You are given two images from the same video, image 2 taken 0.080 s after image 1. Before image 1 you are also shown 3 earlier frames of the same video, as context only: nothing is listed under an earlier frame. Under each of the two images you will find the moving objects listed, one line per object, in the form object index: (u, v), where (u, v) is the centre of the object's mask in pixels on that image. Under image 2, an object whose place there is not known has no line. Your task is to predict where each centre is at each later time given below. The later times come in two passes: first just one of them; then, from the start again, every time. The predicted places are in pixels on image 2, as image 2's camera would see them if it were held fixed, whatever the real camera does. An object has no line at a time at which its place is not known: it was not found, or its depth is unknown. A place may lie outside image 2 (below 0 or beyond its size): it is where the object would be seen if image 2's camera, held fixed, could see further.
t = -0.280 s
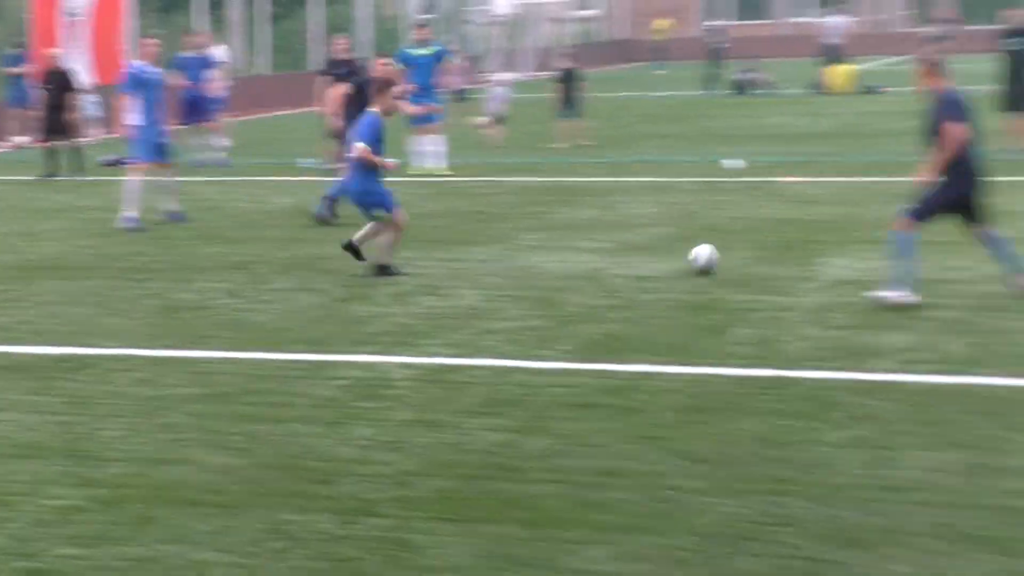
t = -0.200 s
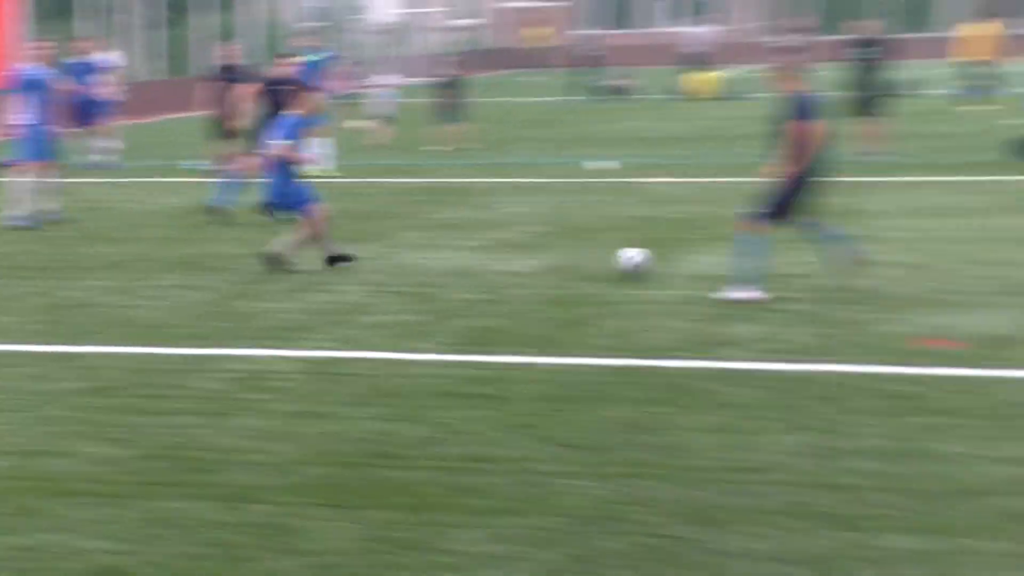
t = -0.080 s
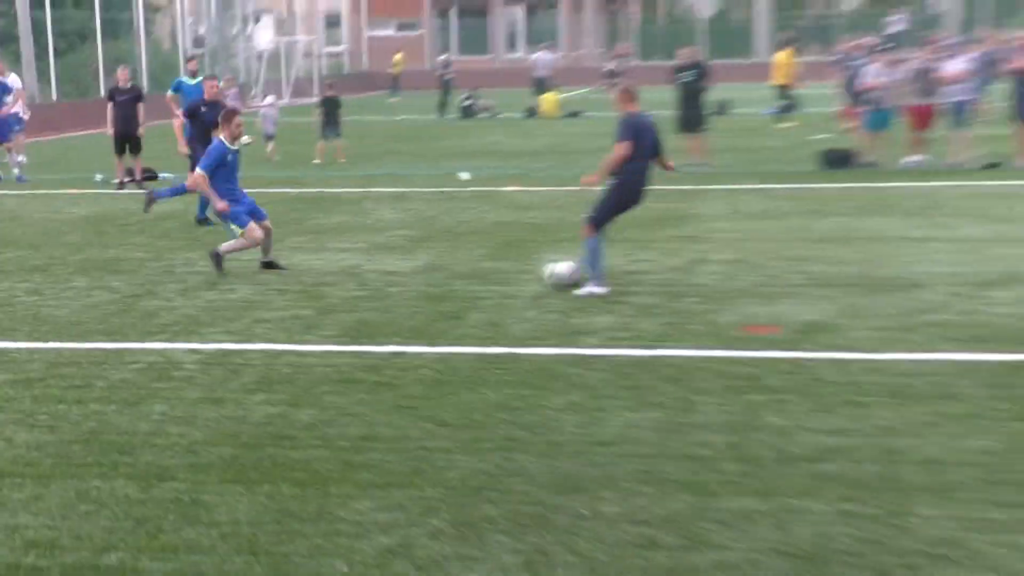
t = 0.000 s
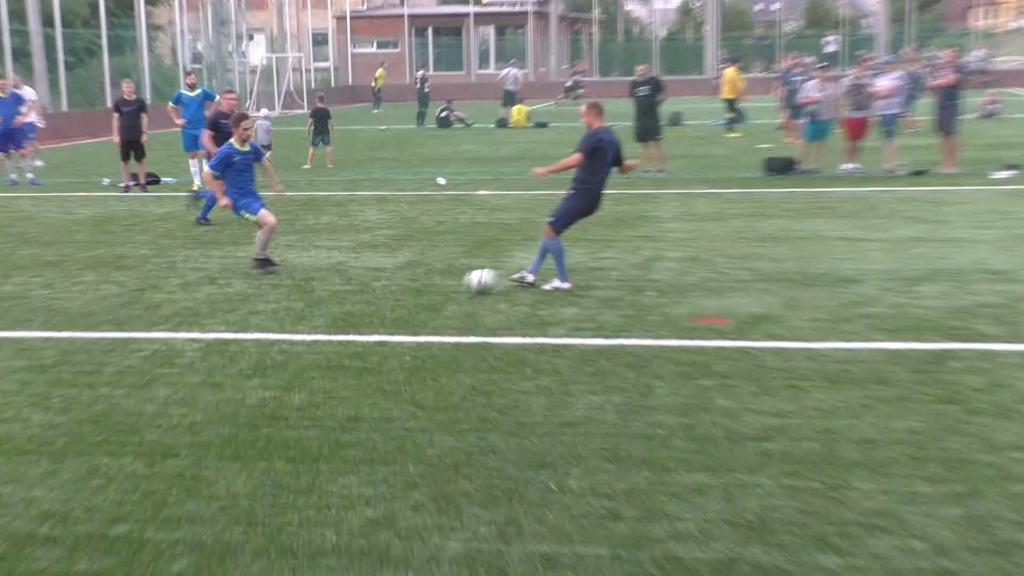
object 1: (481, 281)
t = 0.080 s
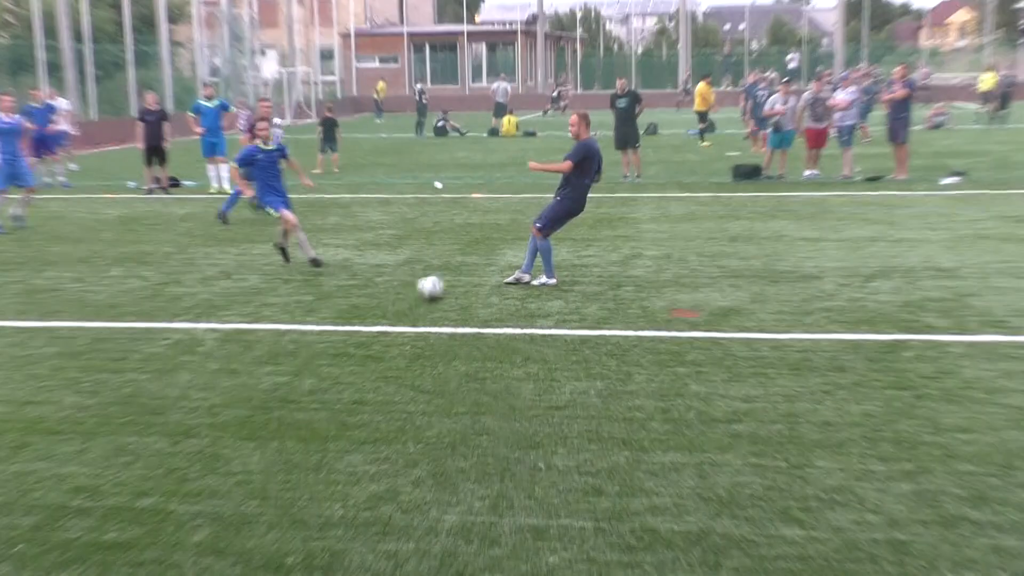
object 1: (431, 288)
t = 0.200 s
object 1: (367, 308)
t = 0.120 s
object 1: (409, 290)
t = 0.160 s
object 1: (388, 299)
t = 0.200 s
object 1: (367, 308)
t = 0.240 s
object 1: (349, 311)
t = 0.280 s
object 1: (331, 311)
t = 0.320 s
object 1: (314, 315)
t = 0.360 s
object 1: (297, 322)
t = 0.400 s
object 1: (277, 334)
